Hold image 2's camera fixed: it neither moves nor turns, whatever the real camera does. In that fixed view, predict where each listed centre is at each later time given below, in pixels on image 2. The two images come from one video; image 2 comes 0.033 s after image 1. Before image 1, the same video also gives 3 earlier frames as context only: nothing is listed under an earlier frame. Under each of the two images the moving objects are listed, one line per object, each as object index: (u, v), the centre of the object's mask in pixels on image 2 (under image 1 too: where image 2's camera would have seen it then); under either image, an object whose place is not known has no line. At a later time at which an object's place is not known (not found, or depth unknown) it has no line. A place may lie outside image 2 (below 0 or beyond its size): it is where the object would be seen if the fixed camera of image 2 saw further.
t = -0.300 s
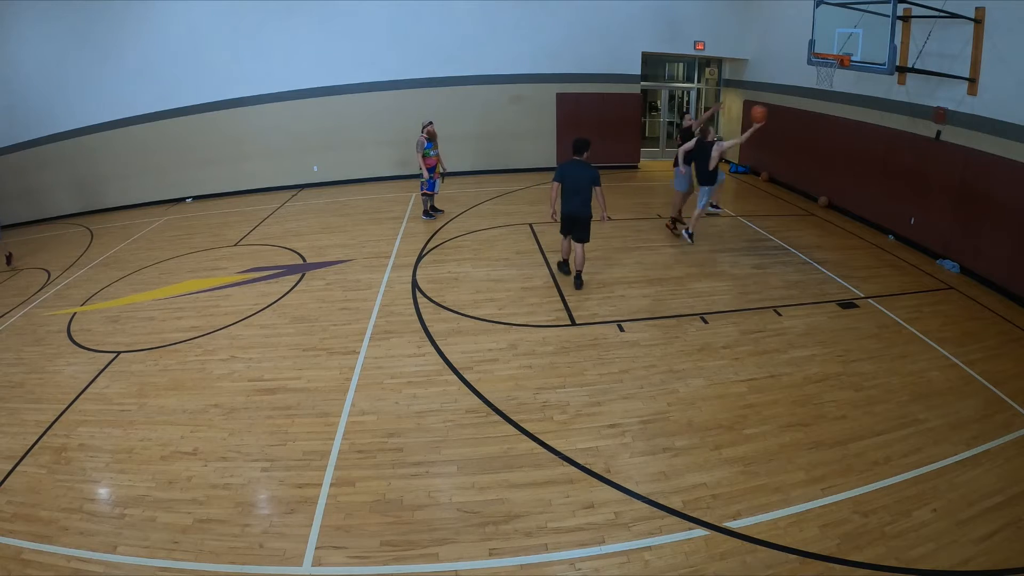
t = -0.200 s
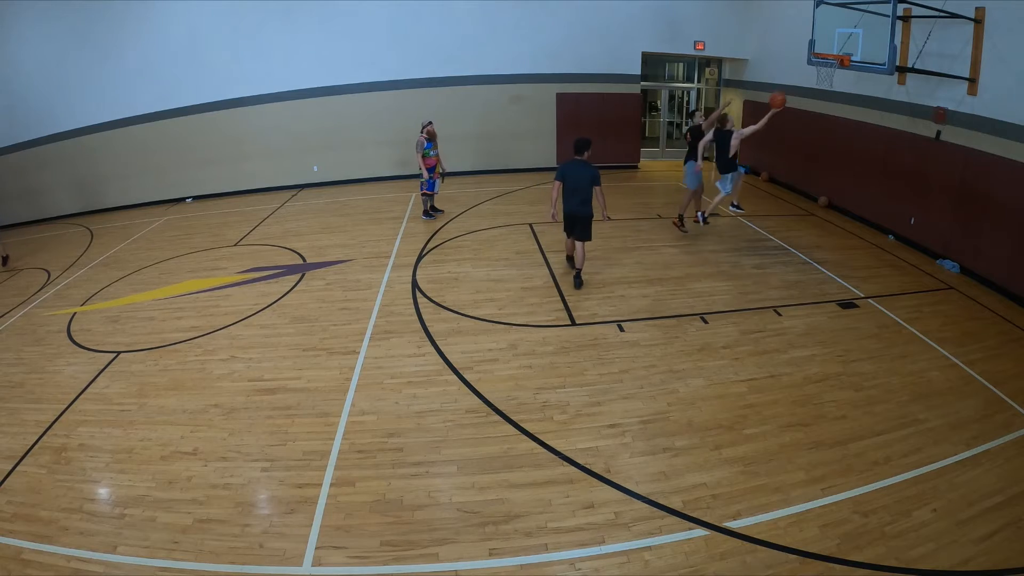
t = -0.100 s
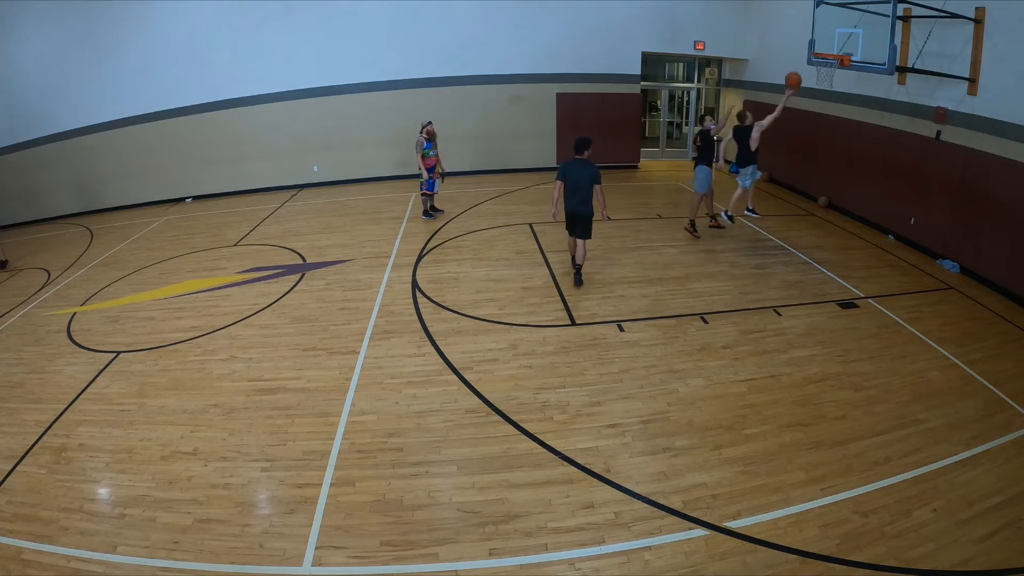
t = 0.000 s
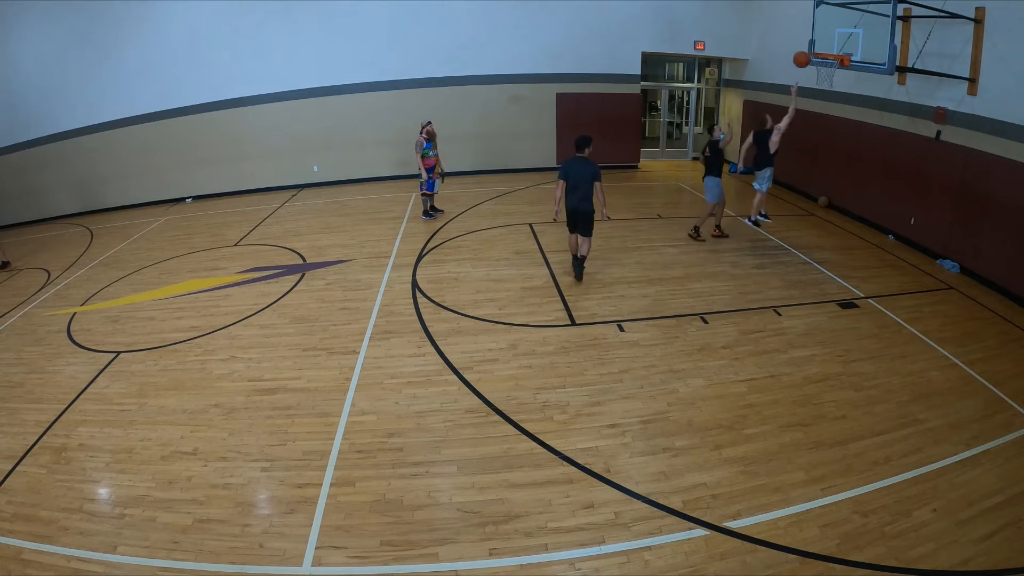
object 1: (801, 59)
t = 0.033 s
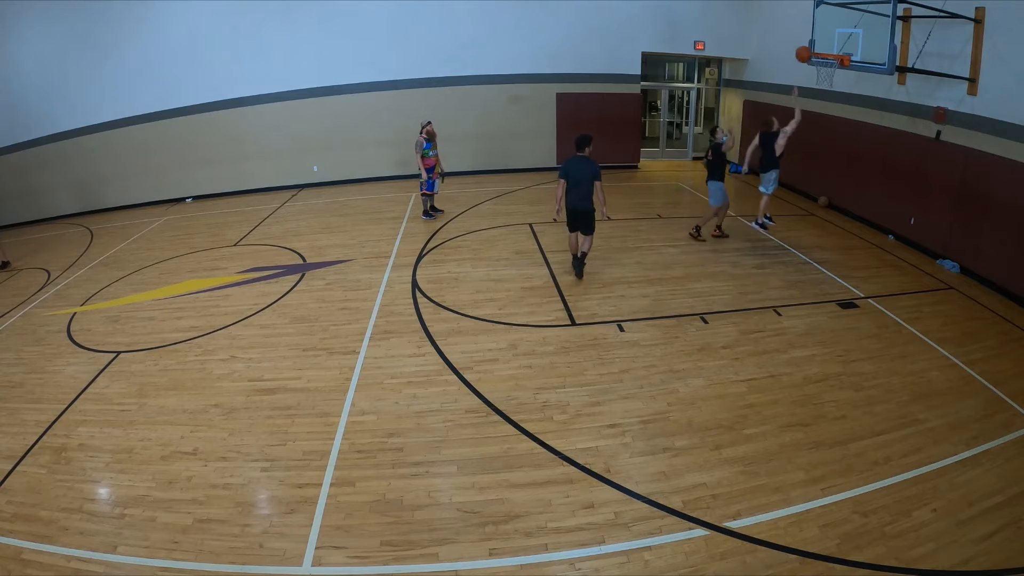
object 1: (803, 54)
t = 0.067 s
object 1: (806, 50)
